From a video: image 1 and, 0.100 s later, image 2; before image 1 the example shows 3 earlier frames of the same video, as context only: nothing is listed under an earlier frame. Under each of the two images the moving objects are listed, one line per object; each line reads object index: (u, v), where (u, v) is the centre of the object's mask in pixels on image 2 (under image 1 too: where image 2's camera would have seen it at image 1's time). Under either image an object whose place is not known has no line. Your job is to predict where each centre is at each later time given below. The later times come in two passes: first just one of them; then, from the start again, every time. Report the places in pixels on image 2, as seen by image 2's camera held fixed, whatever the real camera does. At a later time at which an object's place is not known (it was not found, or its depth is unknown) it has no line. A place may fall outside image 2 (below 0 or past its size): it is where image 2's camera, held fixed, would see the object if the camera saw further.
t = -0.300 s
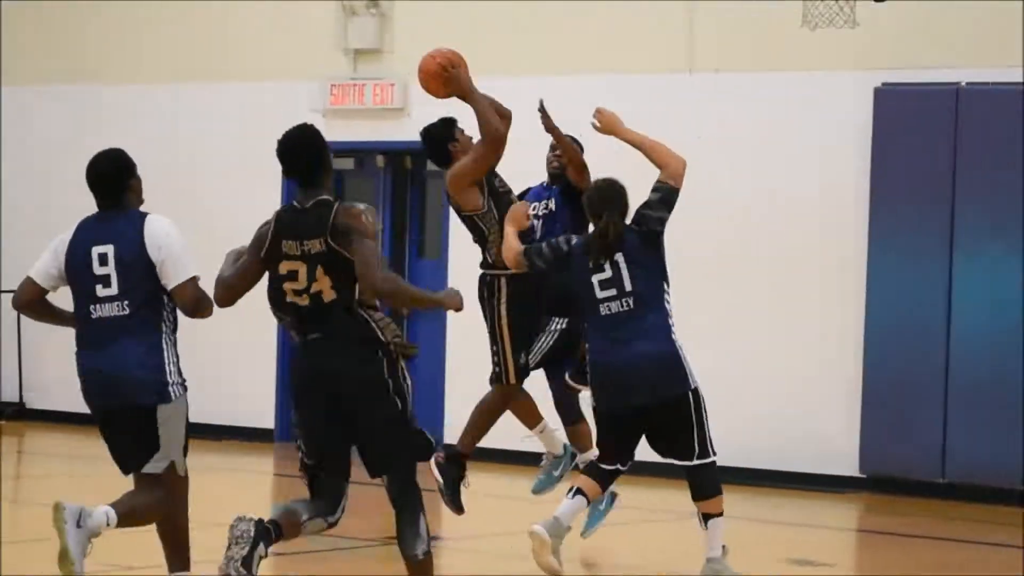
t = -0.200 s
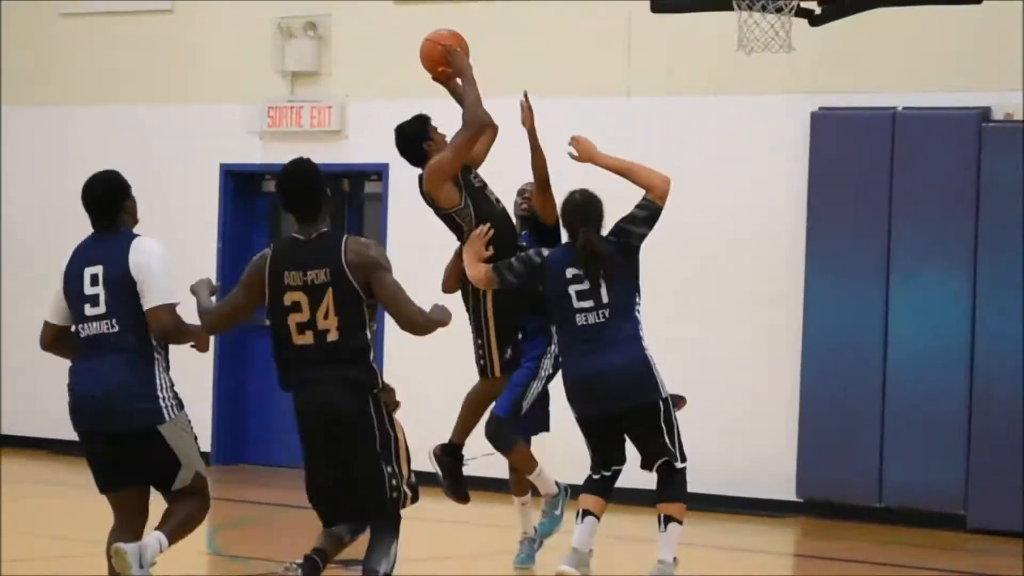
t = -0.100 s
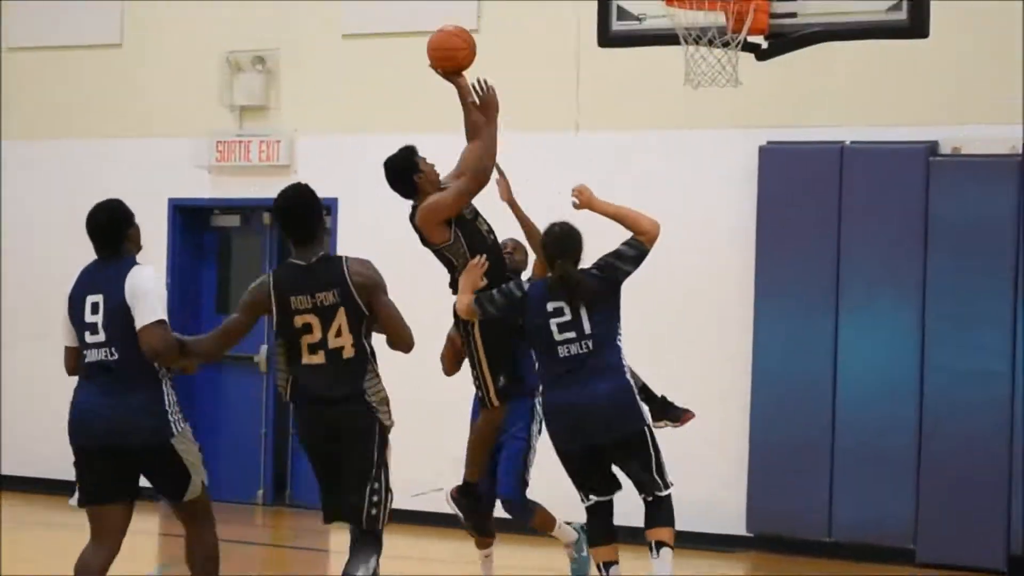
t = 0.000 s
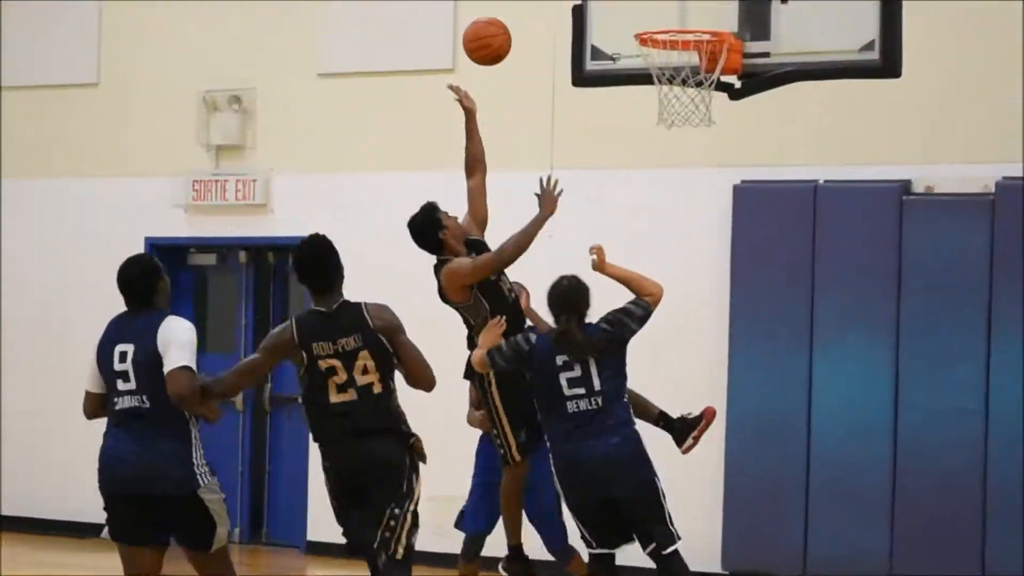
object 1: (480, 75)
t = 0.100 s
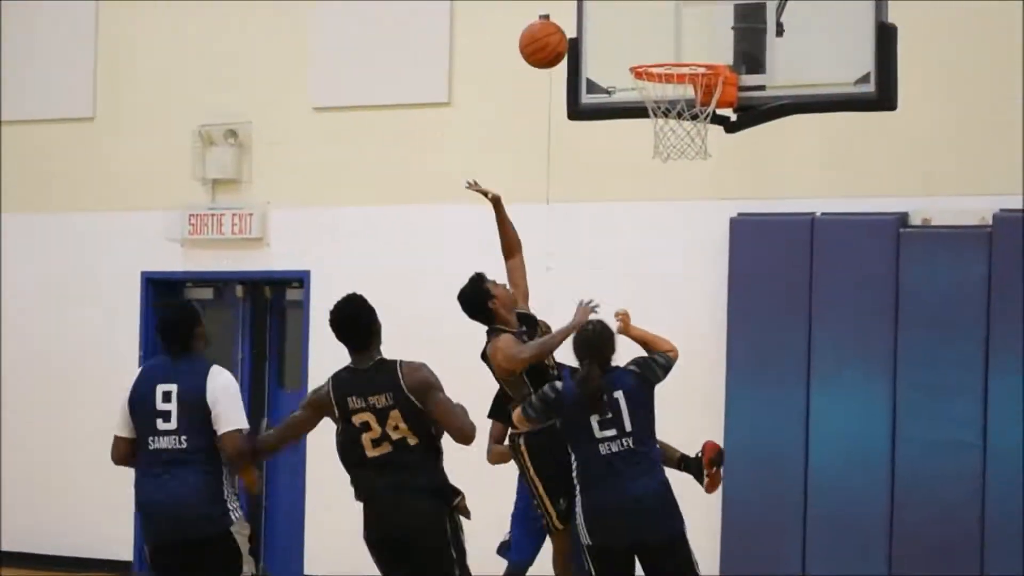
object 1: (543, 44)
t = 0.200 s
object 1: (603, 34)
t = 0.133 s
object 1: (563, 38)
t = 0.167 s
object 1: (584, 35)
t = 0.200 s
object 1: (603, 34)
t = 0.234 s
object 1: (624, 35)
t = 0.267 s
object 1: (643, 38)
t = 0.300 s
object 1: (663, 42)
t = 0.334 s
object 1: (683, 46)
